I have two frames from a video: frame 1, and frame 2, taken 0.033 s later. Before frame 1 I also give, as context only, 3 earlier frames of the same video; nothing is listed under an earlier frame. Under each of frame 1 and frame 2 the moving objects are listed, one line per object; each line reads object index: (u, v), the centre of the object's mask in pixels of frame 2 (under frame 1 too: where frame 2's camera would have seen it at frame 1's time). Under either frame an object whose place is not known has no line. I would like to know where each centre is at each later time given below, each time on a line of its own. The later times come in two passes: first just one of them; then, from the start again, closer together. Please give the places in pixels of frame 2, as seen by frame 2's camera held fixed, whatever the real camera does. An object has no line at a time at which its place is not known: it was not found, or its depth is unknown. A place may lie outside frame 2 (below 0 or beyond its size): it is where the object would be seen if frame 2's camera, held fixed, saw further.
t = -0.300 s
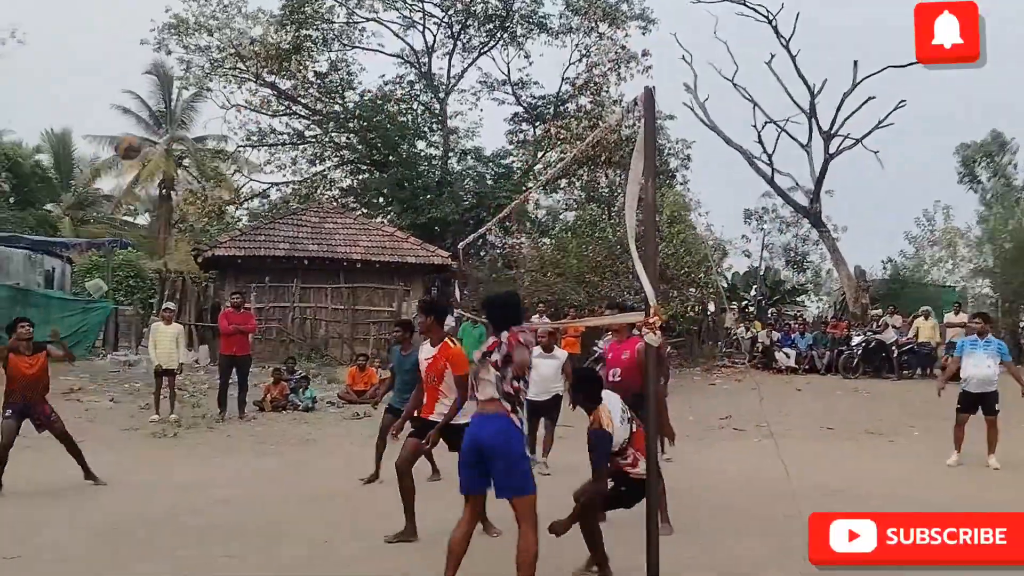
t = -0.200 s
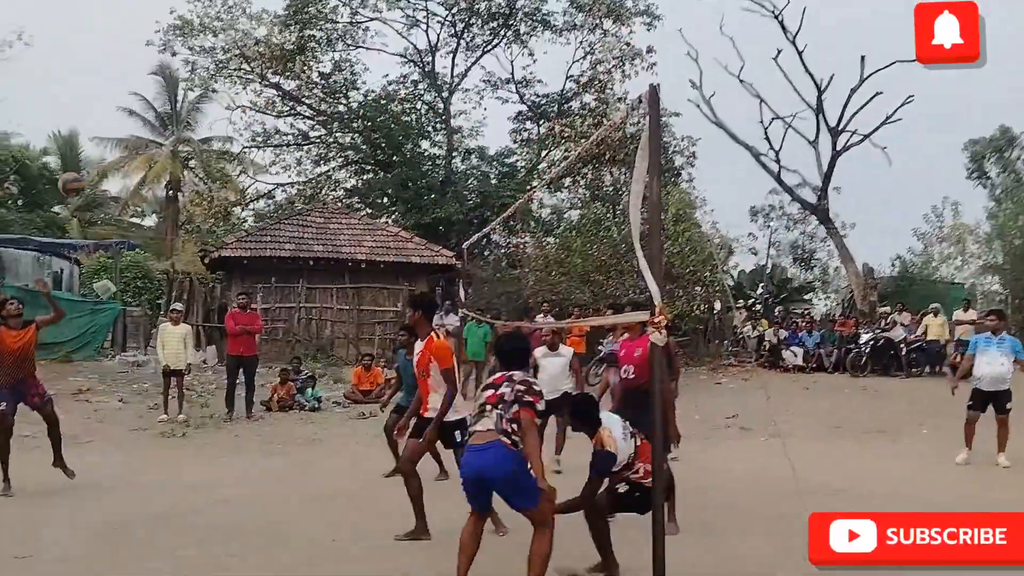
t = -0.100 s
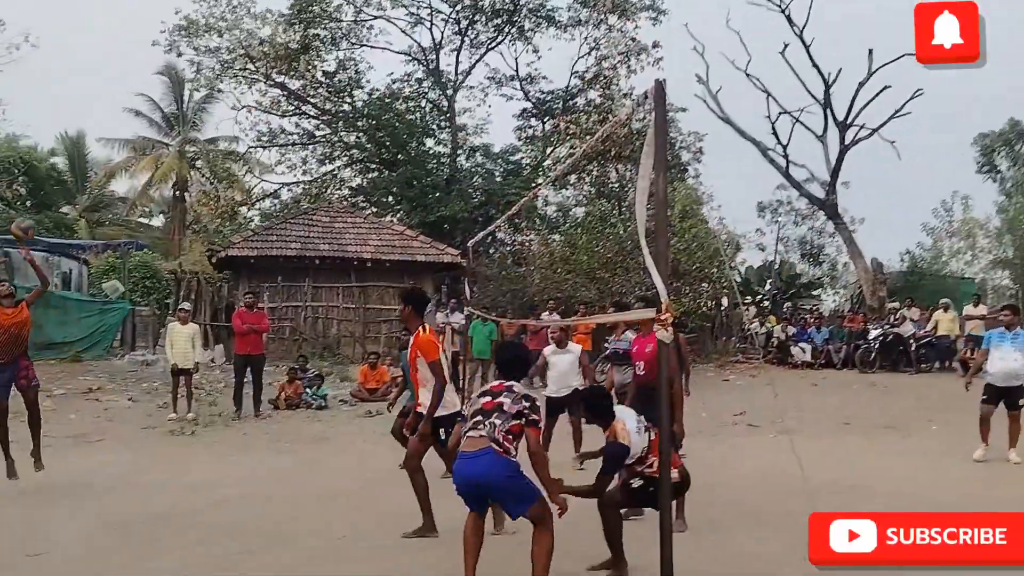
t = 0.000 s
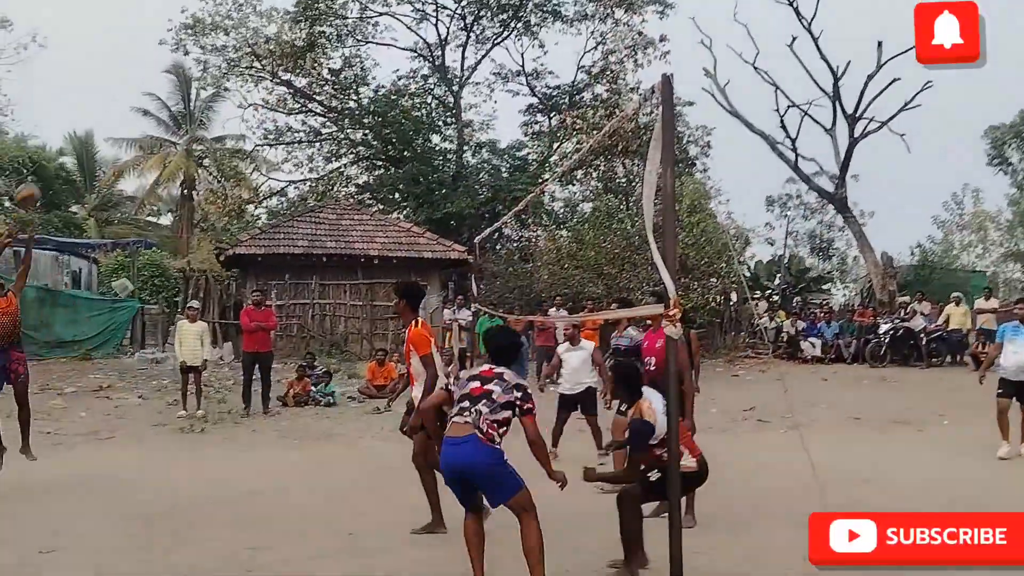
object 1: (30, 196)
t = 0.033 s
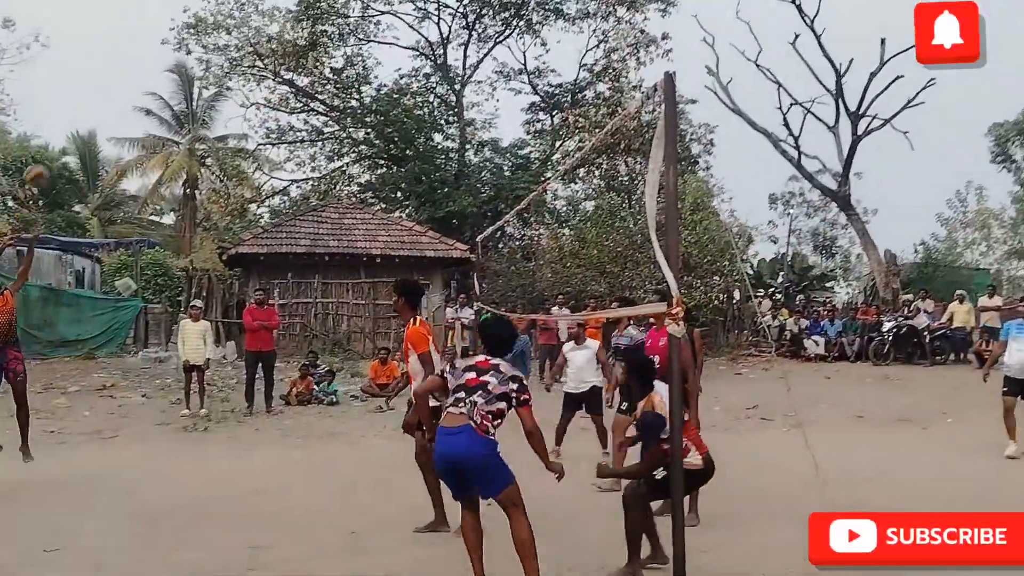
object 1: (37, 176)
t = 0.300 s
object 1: (84, 68)
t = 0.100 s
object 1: (48, 143)
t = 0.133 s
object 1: (54, 128)
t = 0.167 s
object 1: (60, 114)
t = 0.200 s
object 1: (66, 100)
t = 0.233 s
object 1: (72, 88)
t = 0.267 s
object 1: (78, 78)
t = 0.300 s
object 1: (84, 68)
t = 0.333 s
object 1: (90, 60)
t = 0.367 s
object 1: (97, 53)
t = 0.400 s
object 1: (103, 48)
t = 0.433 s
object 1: (109, 43)
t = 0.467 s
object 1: (116, 40)
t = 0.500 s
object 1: (122, 38)
